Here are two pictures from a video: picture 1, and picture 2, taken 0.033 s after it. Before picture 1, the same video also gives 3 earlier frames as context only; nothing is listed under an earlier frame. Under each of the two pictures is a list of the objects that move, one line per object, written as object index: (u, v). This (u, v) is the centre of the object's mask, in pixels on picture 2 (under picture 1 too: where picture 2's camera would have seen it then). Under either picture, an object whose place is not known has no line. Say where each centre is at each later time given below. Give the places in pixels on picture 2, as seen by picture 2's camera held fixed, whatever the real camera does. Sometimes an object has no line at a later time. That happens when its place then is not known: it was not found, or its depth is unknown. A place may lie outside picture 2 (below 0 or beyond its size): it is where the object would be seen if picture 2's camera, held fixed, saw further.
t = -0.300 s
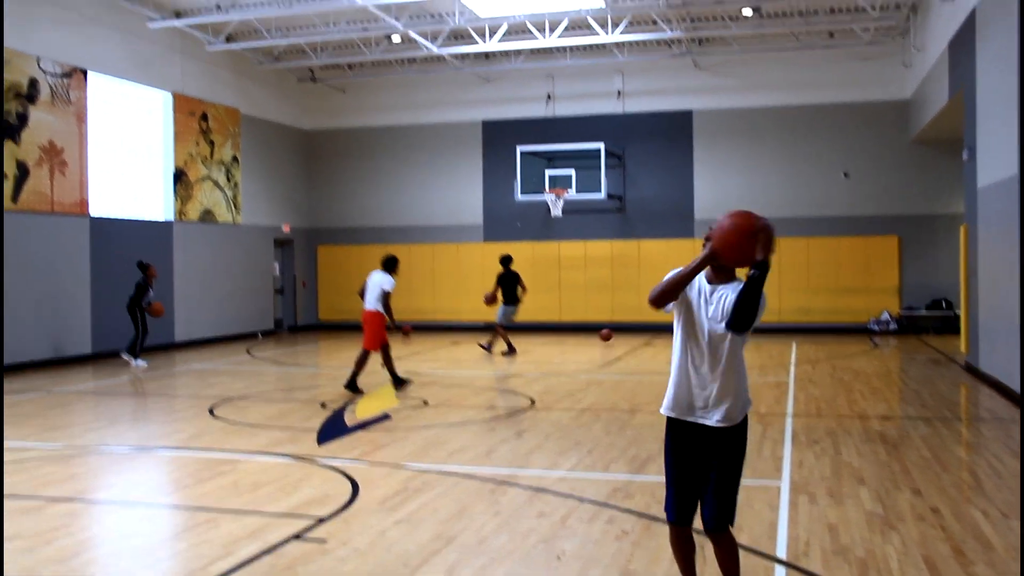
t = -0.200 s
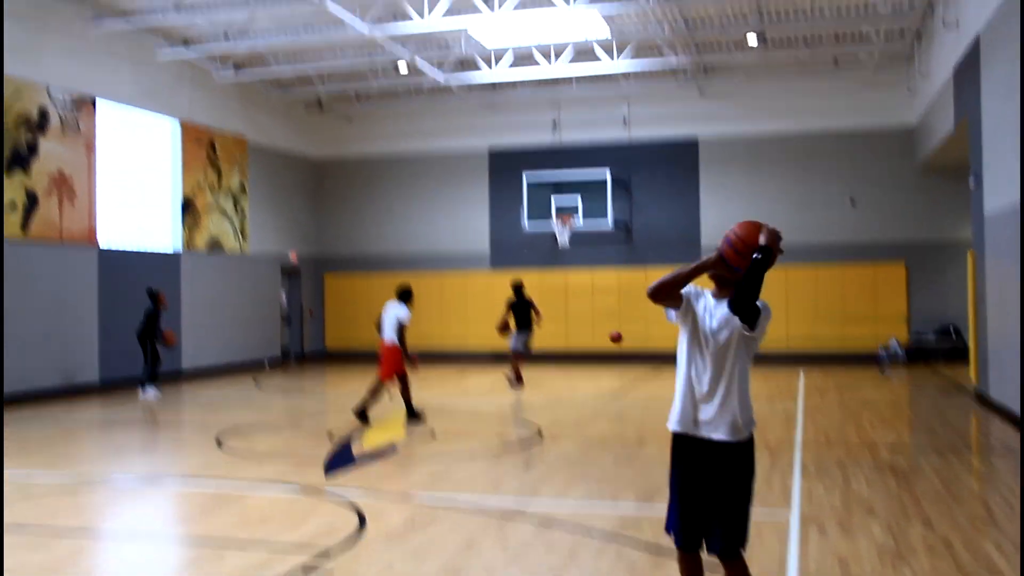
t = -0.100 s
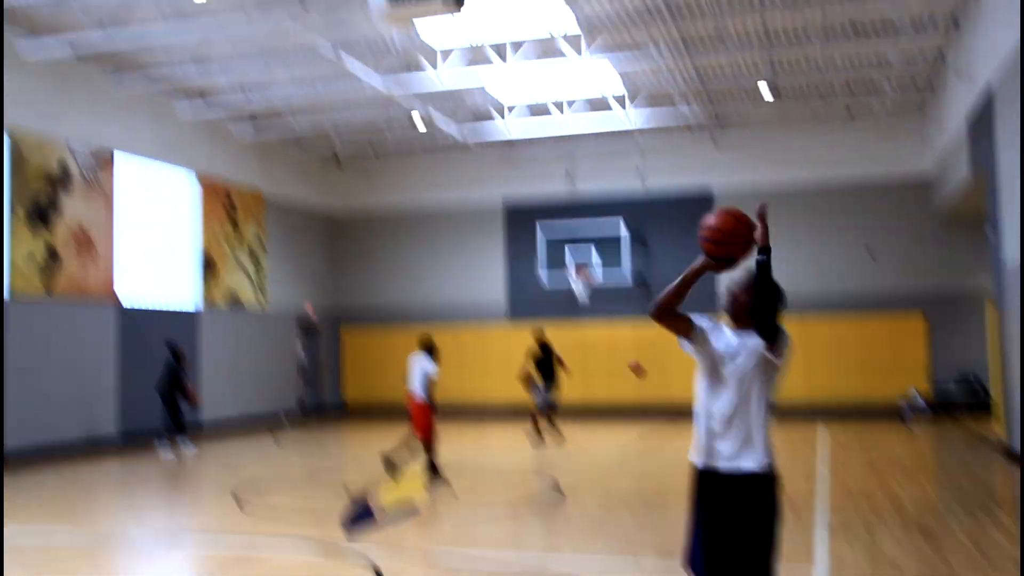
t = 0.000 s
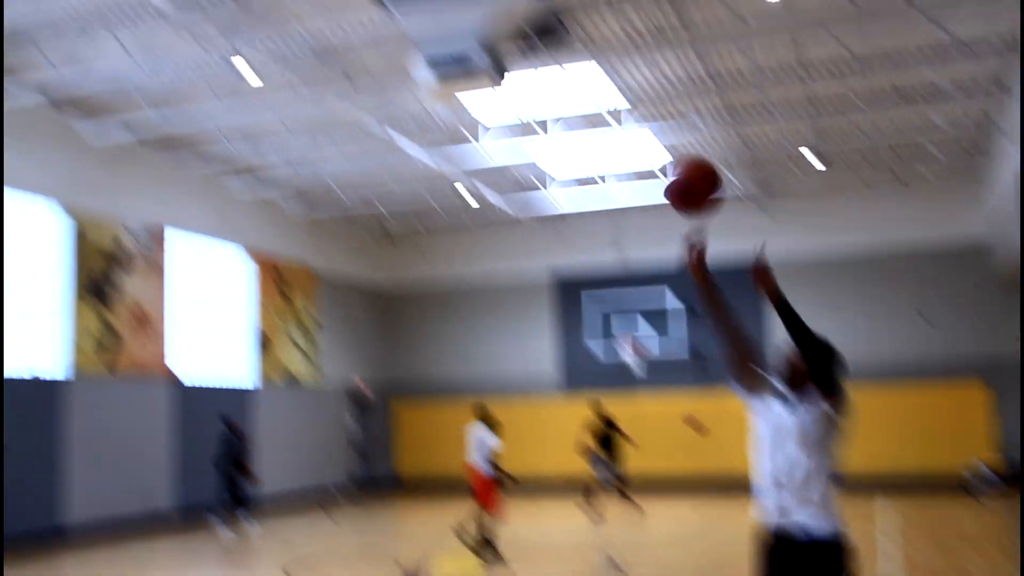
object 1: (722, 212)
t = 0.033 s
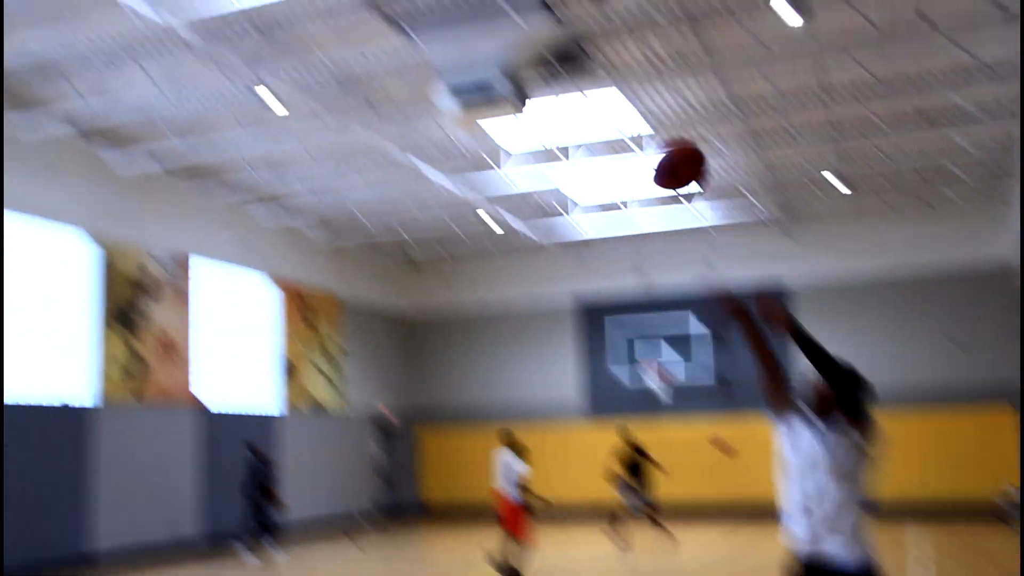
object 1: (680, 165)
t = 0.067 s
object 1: (641, 128)
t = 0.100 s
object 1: (601, 85)
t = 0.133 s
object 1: (566, 53)
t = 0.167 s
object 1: (525, 16)
